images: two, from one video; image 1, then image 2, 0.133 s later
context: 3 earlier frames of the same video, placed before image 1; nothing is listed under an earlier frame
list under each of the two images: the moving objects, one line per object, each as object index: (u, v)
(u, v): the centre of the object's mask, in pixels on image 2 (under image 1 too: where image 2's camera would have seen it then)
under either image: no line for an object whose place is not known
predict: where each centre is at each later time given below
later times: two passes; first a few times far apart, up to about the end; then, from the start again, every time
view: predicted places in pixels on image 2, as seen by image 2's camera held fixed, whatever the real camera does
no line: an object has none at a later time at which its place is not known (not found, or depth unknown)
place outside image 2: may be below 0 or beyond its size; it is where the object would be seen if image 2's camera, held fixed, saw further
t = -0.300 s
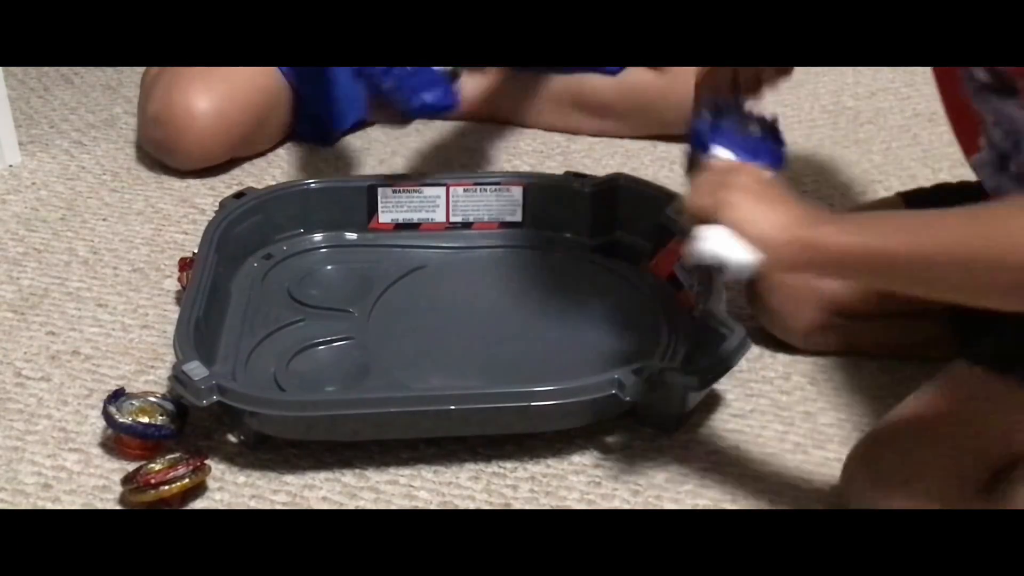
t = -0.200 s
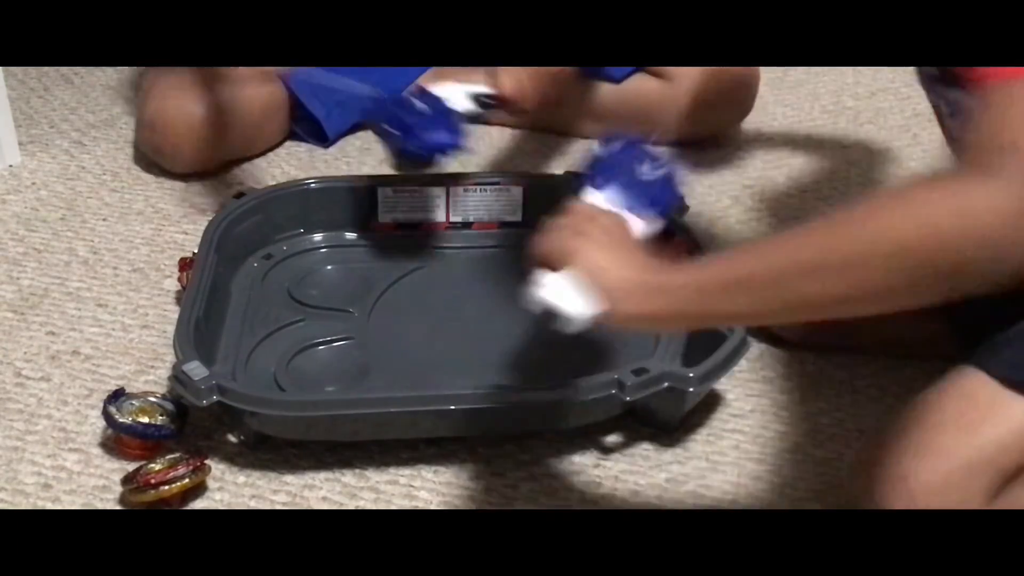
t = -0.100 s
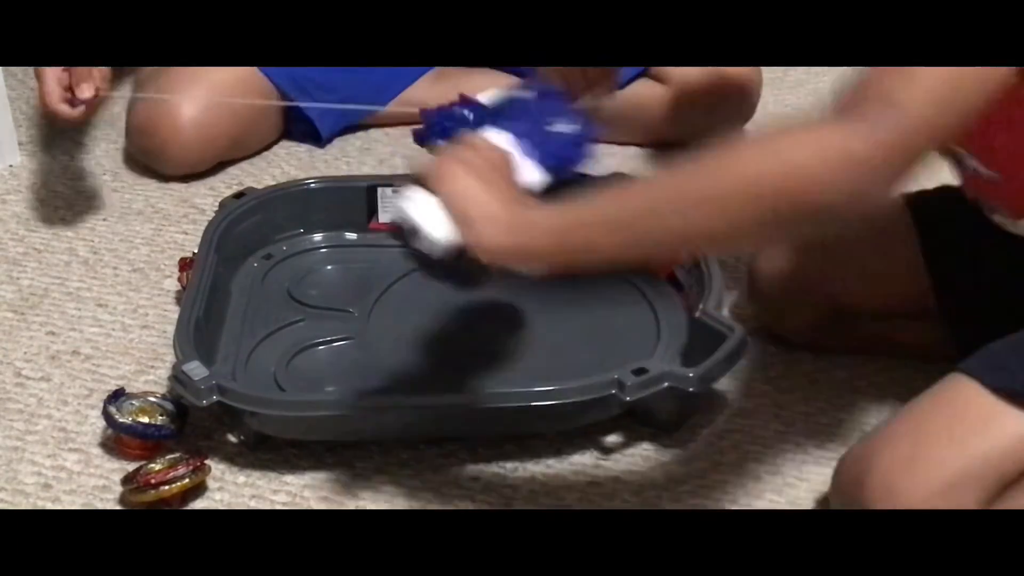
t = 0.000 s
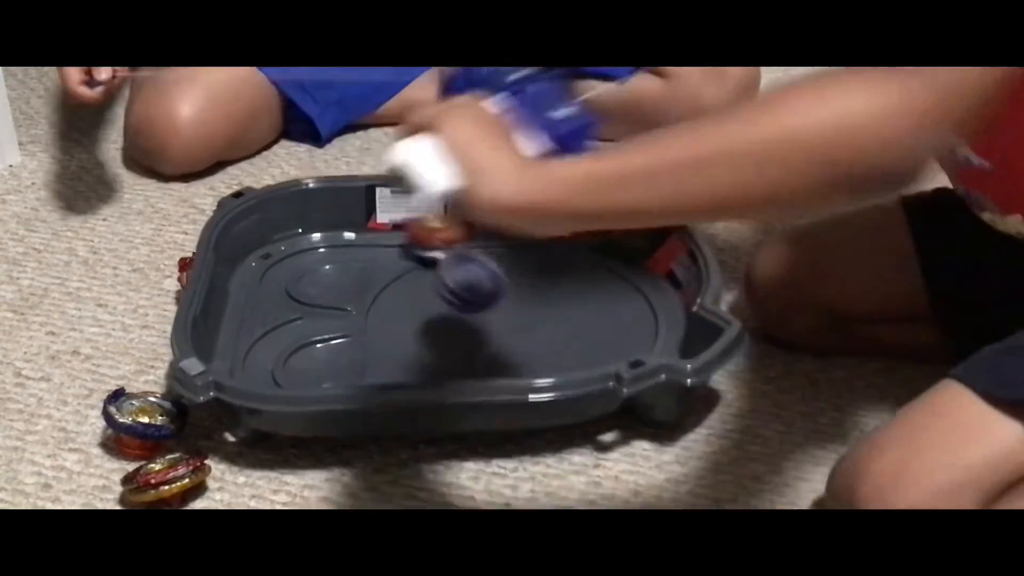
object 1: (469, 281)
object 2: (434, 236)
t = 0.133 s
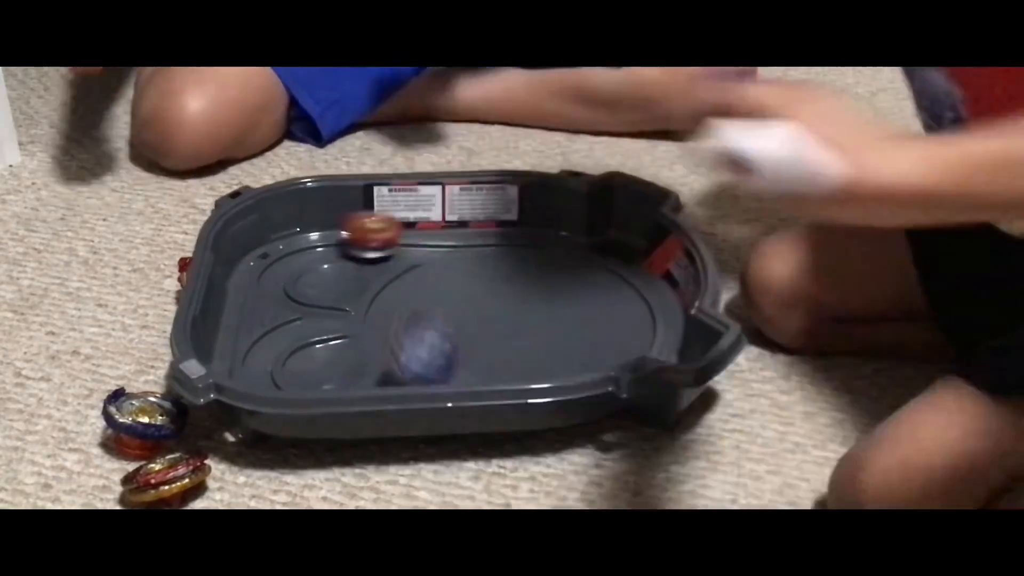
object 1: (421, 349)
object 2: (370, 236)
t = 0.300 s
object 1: (336, 361)
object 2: (289, 248)
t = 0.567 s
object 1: (308, 359)
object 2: (325, 296)
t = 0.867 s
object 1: (317, 355)
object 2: (496, 349)
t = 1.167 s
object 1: (325, 350)
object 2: (536, 285)
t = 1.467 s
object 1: (303, 334)
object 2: (379, 258)
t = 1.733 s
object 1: (366, 358)
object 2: (310, 270)
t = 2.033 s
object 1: (464, 331)
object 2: (322, 275)
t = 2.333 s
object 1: (569, 265)
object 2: (305, 274)
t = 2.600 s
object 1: (562, 324)
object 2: (334, 244)
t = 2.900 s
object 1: (432, 341)
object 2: (265, 254)
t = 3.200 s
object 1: (422, 267)
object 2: (262, 280)
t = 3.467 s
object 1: (537, 270)
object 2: (380, 324)
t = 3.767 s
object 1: (590, 291)
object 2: (658, 359)
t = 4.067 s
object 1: (499, 325)
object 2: (654, 371)
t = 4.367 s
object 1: (420, 316)
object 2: (651, 371)
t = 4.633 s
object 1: (467, 286)
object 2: (651, 370)
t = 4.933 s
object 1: (537, 313)
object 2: (650, 371)
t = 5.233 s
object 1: (467, 349)
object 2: (650, 371)
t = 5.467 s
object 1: (430, 325)
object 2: (650, 371)
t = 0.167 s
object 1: (406, 375)
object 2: (353, 236)
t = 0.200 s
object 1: (390, 362)
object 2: (339, 238)
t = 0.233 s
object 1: (371, 362)
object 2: (321, 239)
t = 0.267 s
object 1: (355, 365)
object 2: (306, 242)
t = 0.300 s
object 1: (336, 361)
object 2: (289, 248)
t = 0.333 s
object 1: (318, 361)
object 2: (275, 256)
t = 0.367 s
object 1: (298, 354)
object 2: (269, 265)
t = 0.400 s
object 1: (303, 347)
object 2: (266, 273)
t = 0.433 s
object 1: (314, 347)
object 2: (268, 280)
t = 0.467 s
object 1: (320, 347)
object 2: (278, 286)
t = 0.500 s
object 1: (323, 350)
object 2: (291, 290)
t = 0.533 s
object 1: (319, 354)
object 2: (310, 294)
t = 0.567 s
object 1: (308, 359)
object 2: (325, 296)
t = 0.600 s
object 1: (294, 355)
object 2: (343, 302)
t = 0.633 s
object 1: (284, 350)
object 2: (359, 307)
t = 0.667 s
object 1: (283, 347)
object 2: (378, 320)
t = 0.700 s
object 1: (291, 348)
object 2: (399, 329)
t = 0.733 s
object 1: (301, 348)
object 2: (419, 337)
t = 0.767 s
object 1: (312, 347)
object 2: (440, 343)
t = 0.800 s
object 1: (319, 347)
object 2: (461, 347)
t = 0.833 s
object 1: (321, 351)
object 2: (480, 349)
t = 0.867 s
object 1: (317, 355)
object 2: (496, 349)
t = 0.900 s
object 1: (308, 357)
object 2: (512, 347)
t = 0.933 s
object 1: (295, 357)
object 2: (525, 344)
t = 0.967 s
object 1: (287, 351)
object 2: (536, 339)
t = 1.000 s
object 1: (284, 345)
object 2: (545, 332)
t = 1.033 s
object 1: (287, 343)
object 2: (549, 324)
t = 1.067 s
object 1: (299, 345)
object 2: (551, 315)
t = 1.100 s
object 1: (310, 346)
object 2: (549, 305)
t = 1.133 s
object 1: (318, 347)
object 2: (544, 295)
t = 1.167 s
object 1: (325, 350)
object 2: (536, 285)
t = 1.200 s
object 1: (323, 355)
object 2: (524, 276)
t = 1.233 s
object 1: (315, 359)
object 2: (508, 269)
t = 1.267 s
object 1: (302, 361)
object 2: (491, 262)
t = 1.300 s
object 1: (290, 361)
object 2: (472, 256)
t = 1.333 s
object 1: (280, 358)
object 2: (452, 253)
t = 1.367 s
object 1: (275, 352)
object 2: (428, 251)
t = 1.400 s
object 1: (279, 347)
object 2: (411, 249)
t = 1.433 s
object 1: (289, 340)
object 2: (394, 253)
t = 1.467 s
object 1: (303, 334)
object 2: (379, 258)
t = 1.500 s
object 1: (318, 334)
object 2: (365, 265)
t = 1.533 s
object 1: (332, 334)
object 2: (351, 271)
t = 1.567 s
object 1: (342, 337)
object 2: (336, 277)
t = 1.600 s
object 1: (347, 342)
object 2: (320, 278)
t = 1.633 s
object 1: (352, 348)
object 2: (306, 277)
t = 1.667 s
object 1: (357, 351)
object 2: (303, 275)
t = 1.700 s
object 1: (361, 356)
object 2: (306, 272)
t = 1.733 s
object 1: (366, 358)
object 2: (310, 270)
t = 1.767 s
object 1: (371, 359)
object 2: (314, 267)
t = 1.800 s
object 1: (378, 358)
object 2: (318, 266)
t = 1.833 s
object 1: (387, 357)
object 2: (319, 268)
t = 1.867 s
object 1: (397, 360)
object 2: (318, 269)
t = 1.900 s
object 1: (409, 359)
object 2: (317, 271)
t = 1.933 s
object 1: (423, 356)
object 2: (315, 272)
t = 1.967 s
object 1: (437, 349)
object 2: (315, 273)
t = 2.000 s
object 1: (451, 340)
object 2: (317, 275)
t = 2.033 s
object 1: (464, 331)
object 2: (322, 275)
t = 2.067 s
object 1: (477, 320)
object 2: (329, 274)
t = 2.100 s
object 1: (490, 309)
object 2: (333, 270)
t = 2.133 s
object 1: (503, 299)
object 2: (333, 266)
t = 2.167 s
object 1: (515, 290)
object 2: (329, 262)
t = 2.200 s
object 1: (527, 281)
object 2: (322, 259)
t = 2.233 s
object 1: (538, 275)
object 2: (313, 259)
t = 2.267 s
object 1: (550, 269)
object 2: (305, 263)
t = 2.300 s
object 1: (560, 265)
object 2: (301, 271)
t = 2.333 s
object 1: (569, 265)
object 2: (305, 274)
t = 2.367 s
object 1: (576, 268)
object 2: (312, 277)
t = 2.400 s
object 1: (583, 272)
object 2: (322, 279)
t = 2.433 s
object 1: (587, 277)
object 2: (335, 278)
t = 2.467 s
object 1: (586, 286)
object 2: (345, 274)
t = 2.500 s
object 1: (584, 295)
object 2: (349, 266)
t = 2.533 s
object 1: (578, 306)
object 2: (348, 258)
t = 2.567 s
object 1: (570, 315)
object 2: (343, 251)
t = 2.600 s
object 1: (562, 324)
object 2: (334, 244)
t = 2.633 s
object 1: (550, 331)
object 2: (325, 240)
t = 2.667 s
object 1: (537, 338)
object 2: (317, 235)
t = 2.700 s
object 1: (523, 344)
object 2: (310, 235)
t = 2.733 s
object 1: (509, 348)
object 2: (303, 240)
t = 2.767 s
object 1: (492, 350)
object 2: (294, 244)
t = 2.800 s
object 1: (476, 350)
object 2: (282, 245)
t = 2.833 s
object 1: (460, 349)
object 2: (273, 247)
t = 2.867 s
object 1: (446, 346)
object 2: (270, 250)
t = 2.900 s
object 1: (432, 341)
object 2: (265, 254)
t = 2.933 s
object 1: (421, 335)
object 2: (257, 259)
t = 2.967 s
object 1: (411, 327)
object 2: (254, 262)
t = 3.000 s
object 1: (404, 319)
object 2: (251, 266)
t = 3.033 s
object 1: (400, 310)
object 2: (250, 269)
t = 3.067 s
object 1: (399, 300)
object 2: (249, 272)
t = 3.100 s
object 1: (401, 291)
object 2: (250, 275)
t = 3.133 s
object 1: (405, 282)
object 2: (254, 276)
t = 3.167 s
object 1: (412, 274)
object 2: (258, 278)
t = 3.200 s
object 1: (422, 267)
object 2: (262, 280)
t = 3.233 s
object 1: (434, 260)
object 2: (268, 285)
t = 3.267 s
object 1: (448, 257)
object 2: (276, 289)
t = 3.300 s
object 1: (462, 253)
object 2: (287, 292)
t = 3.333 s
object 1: (478, 252)
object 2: (301, 296)
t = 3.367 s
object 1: (494, 254)
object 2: (317, 302)
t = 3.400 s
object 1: (509, 257)
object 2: (335, 309)
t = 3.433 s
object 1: (524, 261)
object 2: (358, 313)
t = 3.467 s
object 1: (537, 270)
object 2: (380, 324)
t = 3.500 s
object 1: (549, 278)
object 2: (412, 333)
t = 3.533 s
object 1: (558, 289)
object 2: (446, 341)
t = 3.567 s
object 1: (565, 297)
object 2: (486, 344)
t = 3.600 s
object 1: (570, 306)
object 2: (527, 346)
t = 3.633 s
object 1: (577, 302)
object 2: (559, 352)
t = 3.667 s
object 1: (584, 301)
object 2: (588, 355)
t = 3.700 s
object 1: (590, 295)
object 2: (617, 351)
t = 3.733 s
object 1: (592, 292)
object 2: (640, 352)
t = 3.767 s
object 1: (590, 291)
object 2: (658, 359)
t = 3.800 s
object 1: (586, 292)
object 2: (654, 365)
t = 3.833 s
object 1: (579, 295)
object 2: (653, 369)
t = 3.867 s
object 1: (571, 298)
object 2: (654, 369)
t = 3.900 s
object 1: (561, 303)
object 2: (654, 369)
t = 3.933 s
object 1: (549, 307)
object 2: (657, 369)
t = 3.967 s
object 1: (536, 312)
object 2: (656, 370)
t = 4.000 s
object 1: (524, 317)
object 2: (654, 370)
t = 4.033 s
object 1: (511, 322)
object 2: (653, 371)
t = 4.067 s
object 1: (499, 325)
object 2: (654, 371)
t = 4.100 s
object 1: (487, 328)
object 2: (653, 371)
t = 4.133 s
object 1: (475, 330)
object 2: (654, 370)
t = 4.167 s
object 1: (463, 331)
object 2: (654, 370)
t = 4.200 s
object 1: (453, 331)
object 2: (655, 370)
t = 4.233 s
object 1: (443, 330)
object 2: (655, 371)
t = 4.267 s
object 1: (435, 328)
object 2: (654, 371)
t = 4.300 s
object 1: (428, 324)
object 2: (652, 371)
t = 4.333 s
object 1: (423, 320)
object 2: (652, 371)
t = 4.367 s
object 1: (420, 316)
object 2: (651, 371)
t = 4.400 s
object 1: (419, 312)
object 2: (652, 371)
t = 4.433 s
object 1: (421, 307)
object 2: (654, 371)
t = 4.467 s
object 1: (423, 302)
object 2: (654, 370)
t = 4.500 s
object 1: (428, 298)
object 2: (650, 371)
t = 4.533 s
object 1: (435, 293)
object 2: (654, 372)
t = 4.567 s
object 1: (445, 290)
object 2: (651, 371)
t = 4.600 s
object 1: (455, 287)
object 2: (652, 372)
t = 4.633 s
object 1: (467, 286)
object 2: (651, 370)
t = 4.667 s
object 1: (479, 285)
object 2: (654, 372)
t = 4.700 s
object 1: (493, 286)
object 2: (651, 371)
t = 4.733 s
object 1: (503, 288)
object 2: (653, 369)
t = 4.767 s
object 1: (513, 291)
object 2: (657, 370)
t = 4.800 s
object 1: (524, 293)
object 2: (655, 371)
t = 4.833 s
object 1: (530, 297)
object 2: (653, 372)
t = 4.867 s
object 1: (534, 302)
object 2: (650, 371)
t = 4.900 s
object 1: (537, 307)
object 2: (649, 371)
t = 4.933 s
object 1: (537, 313)
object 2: (650, 371)
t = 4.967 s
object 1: (535, 319)
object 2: (649, 371)
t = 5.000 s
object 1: (531, 325)
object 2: (649, 371)
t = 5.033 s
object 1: (525, 331)
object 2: (649, 371)
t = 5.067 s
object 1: (517, 336)
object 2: (649, 371)
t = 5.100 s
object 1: (508, 340)
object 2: (649, 371)
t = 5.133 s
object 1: (499, 344)
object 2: (649, 371)
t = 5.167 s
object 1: (488, 347)
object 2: (649, 371)
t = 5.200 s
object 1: (477, 349)
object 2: (649, 371)
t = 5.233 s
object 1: (467, 349)
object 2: (650, 371)
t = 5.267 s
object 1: (457, 349)
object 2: (649, 371)
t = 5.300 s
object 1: (448, 347)
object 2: (650, 371)
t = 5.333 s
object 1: (440, 344)
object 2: (649, 371)
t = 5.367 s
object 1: (435, 340)
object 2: (650, 371)
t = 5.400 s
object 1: (431, 335)
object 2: (650, 371)
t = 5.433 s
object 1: (430, 330)
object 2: (650, 371)
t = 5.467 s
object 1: (430, 325)
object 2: (650, 371)
